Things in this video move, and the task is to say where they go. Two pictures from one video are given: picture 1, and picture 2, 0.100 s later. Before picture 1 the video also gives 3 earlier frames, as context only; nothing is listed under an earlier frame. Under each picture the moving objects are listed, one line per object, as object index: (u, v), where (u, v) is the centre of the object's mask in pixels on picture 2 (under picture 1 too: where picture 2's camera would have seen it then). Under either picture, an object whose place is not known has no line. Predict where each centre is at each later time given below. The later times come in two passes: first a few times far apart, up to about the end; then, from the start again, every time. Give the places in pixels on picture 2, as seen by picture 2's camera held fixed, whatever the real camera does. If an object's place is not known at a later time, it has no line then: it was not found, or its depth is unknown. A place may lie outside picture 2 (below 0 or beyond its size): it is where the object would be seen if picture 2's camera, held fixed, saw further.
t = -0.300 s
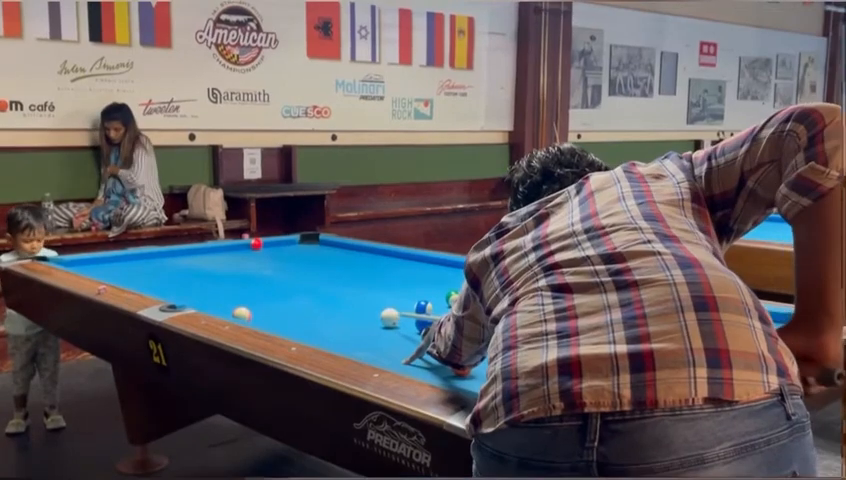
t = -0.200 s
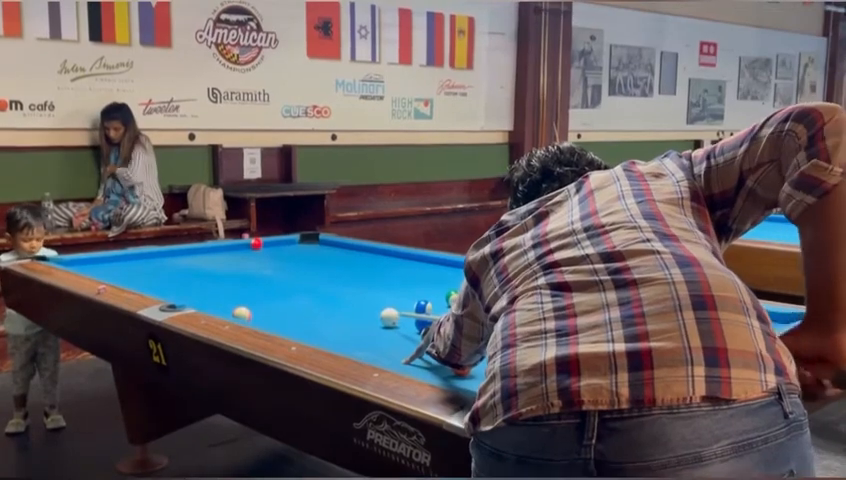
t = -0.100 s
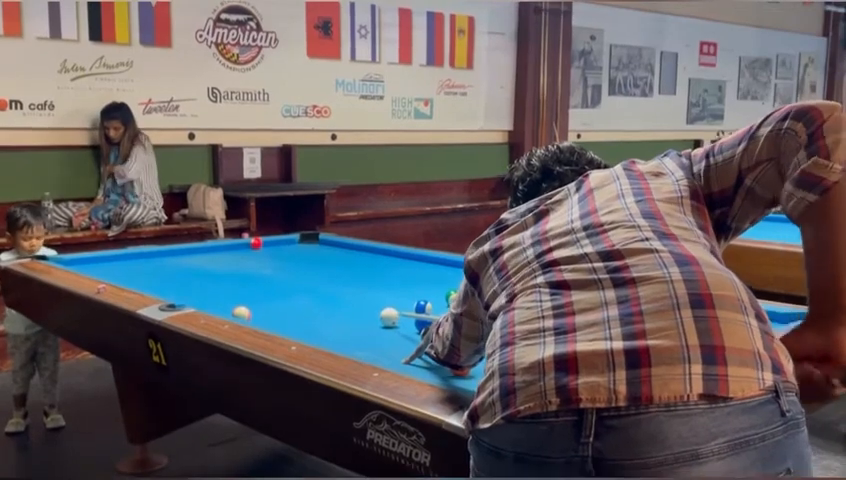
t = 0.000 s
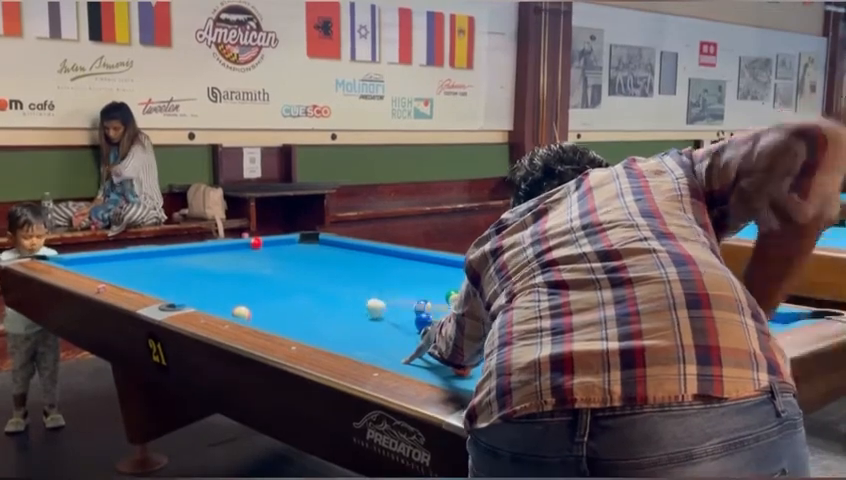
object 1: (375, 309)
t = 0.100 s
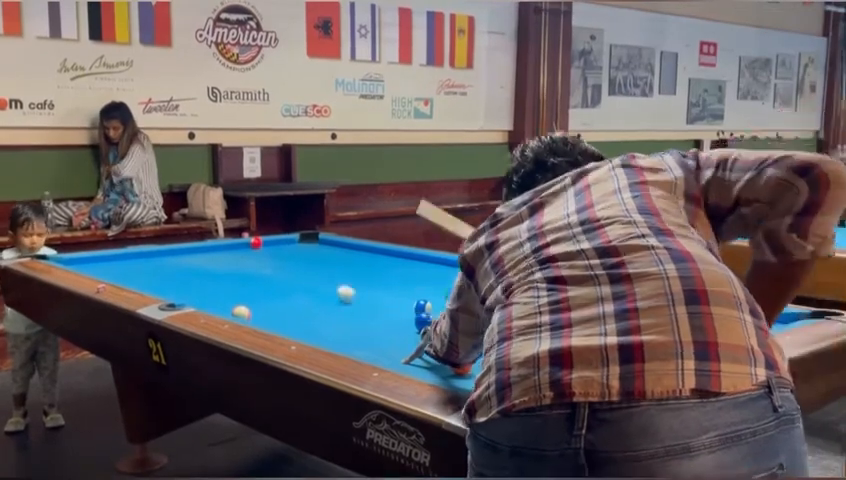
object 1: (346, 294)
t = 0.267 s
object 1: (306, 275)
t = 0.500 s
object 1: (265, 253)
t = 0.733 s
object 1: (258, 246)
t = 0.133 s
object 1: (337, 290)
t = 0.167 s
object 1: (329, 286)
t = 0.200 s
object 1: (321, 282)
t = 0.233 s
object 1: (314, 278)
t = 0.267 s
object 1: (306, 275)
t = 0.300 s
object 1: (300, 271)
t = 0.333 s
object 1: (293, 268)
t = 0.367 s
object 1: (287, 264)
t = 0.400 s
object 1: (281, 262)
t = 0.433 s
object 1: (276, 259)
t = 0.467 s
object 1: (270, 256)
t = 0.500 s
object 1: (265, 253)
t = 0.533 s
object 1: (260, 250)
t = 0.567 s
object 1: (256, 248)
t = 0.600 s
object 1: (251, 246)
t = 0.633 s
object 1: (245, 244)
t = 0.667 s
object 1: (246, 244)
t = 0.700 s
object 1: (252, 245)
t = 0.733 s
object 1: (258, 246)
